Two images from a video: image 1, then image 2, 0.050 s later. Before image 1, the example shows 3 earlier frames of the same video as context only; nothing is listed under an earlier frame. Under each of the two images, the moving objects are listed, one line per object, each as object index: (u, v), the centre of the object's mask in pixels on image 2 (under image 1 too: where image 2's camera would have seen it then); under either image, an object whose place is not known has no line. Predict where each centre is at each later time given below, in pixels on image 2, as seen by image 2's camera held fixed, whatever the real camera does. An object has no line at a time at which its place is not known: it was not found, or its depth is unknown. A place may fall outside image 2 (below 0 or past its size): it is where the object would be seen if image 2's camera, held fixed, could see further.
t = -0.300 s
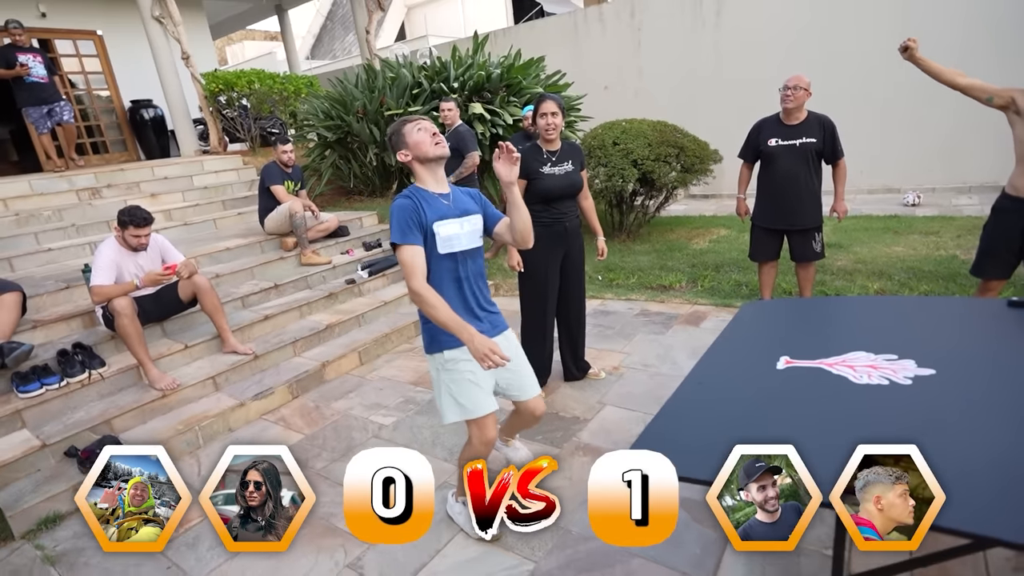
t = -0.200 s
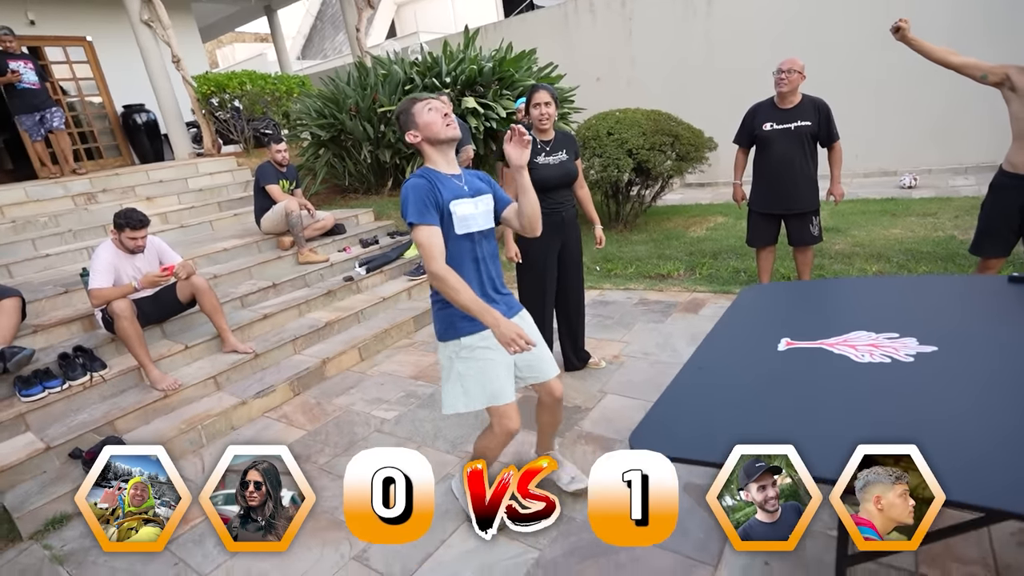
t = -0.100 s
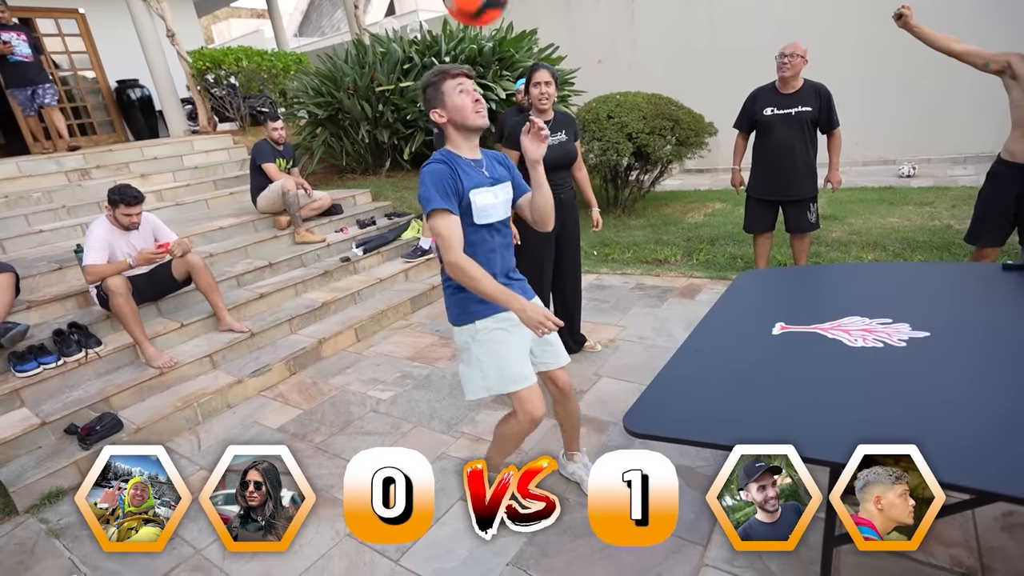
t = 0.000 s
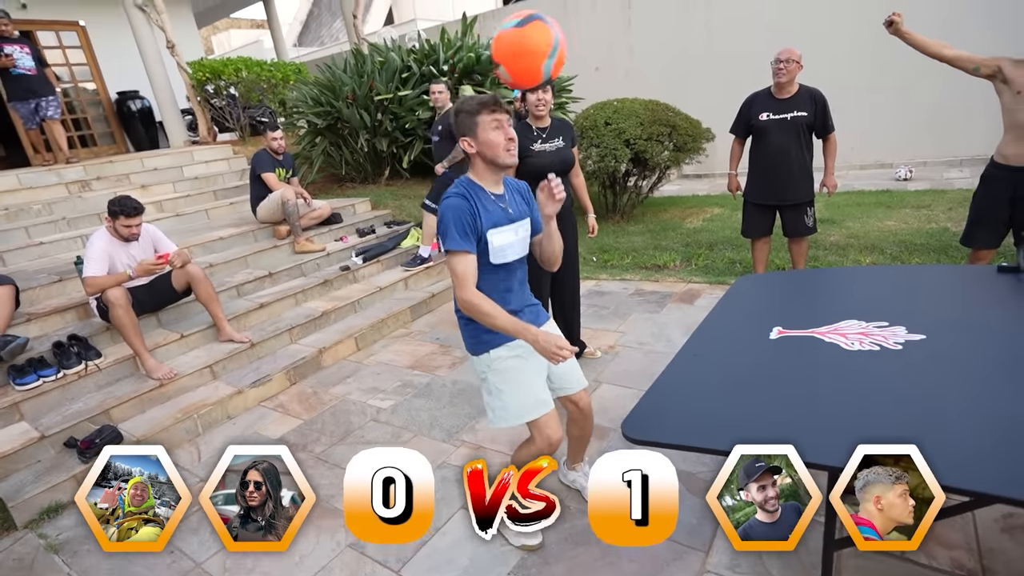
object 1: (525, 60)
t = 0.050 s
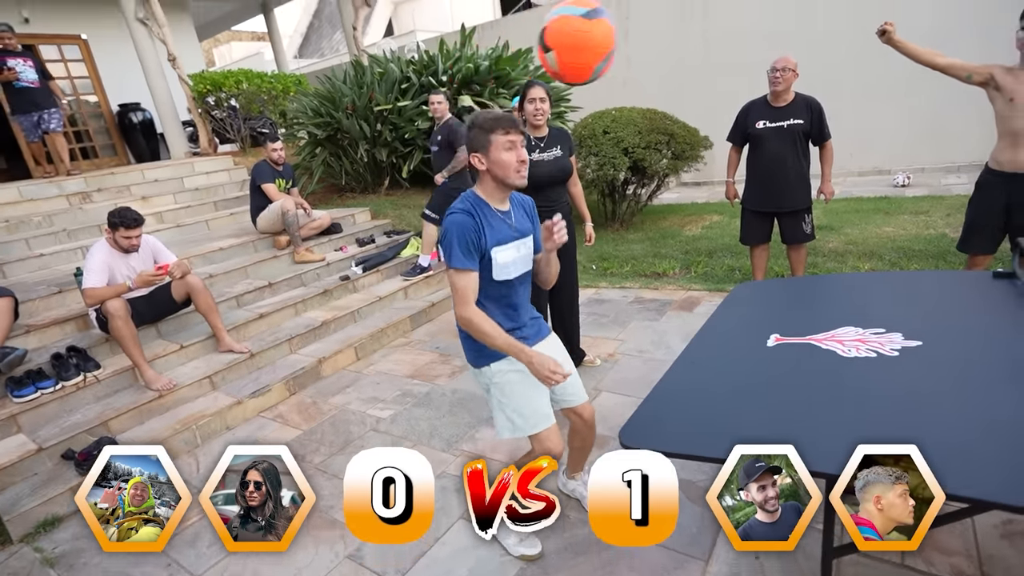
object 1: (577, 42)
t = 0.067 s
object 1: (596, 37)
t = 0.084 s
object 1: (616, 34)
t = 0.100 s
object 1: (640, 32)
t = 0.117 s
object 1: (662, 30)
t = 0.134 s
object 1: (686, 28)
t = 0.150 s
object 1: (710, 28)
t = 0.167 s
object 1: (737, 28)
